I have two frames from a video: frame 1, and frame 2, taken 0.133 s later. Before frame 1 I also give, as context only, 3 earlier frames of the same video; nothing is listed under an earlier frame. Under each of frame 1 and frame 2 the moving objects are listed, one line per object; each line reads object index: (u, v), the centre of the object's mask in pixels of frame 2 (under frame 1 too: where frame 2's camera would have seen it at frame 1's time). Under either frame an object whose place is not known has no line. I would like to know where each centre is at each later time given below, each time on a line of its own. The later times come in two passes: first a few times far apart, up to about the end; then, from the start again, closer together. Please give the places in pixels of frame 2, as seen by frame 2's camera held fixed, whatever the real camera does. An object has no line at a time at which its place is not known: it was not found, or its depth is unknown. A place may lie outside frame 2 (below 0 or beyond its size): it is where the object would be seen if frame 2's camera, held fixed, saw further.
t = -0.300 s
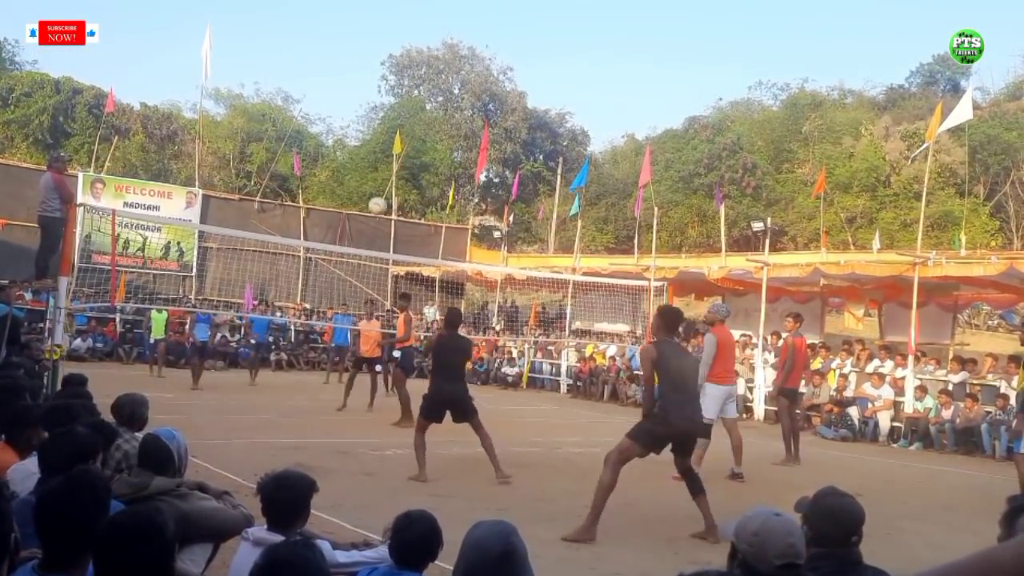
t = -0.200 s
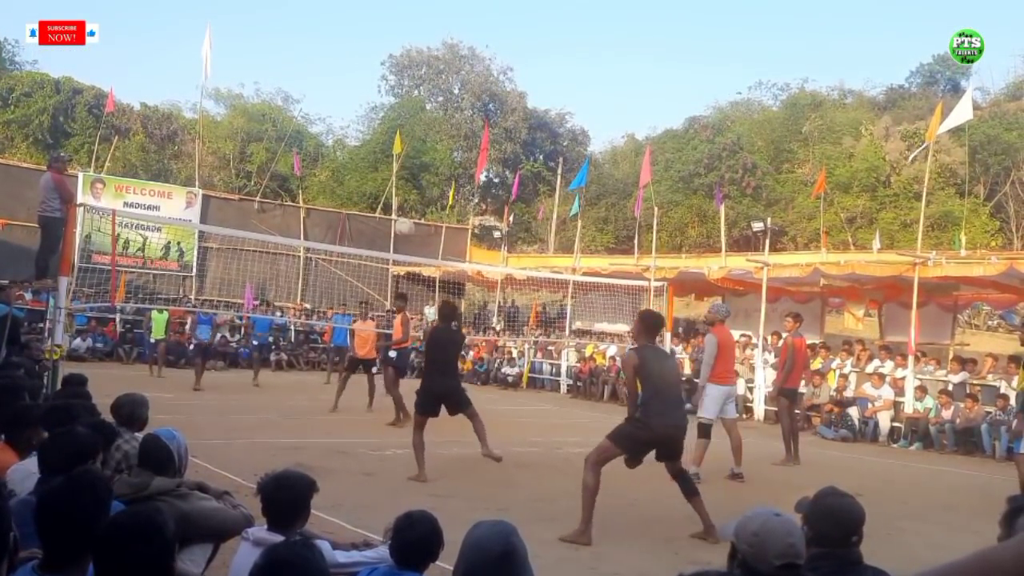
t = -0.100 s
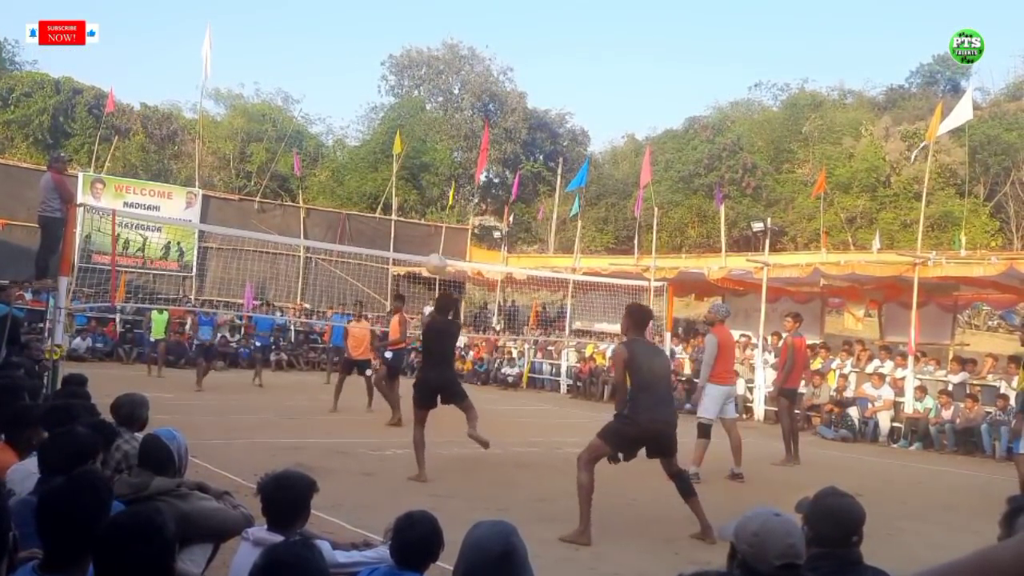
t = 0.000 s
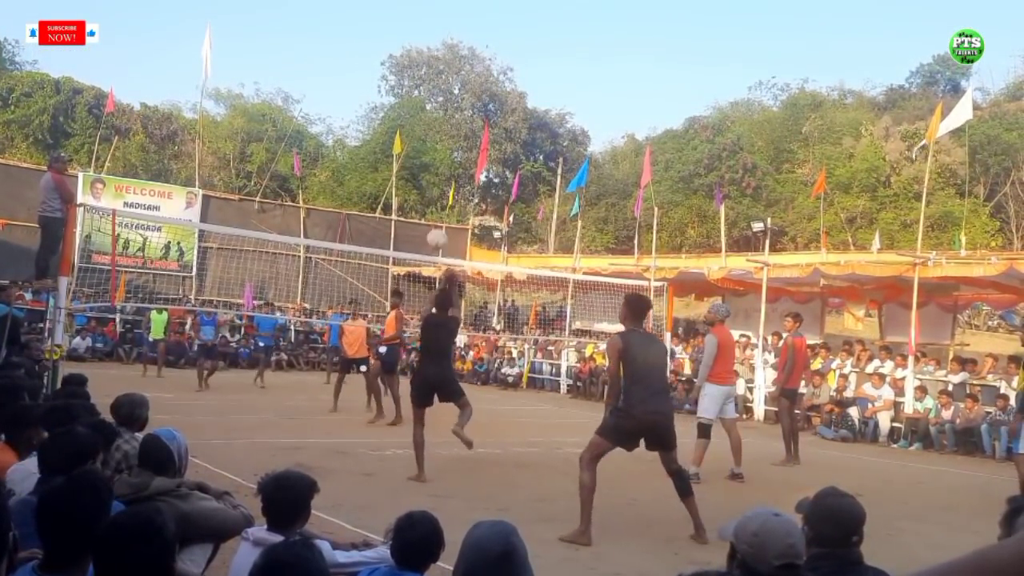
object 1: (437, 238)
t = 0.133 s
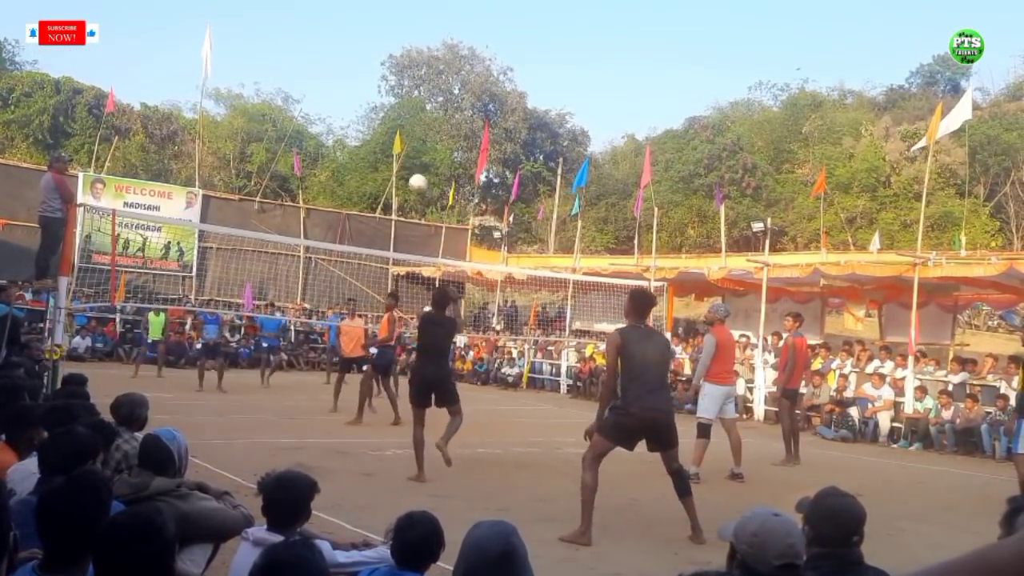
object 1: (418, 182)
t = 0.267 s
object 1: (401, 154)
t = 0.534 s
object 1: (374, 144)
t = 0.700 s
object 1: (361, 162)
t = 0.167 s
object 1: (414, 174)
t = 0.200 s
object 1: (409, 166)
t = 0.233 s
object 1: (405, 159)
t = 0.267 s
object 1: (401, 154)
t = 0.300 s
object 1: (397, 149)
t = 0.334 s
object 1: (394, 146)
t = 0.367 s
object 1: (389, 142)
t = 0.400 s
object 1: (386, 142)
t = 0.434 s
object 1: (383, 141)
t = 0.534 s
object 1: (374, 144)
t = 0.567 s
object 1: (371, 147)
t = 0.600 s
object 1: (368, 150)
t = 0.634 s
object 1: (366, 154)
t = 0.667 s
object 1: (363, 158)
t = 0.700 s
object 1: (361, 162)
